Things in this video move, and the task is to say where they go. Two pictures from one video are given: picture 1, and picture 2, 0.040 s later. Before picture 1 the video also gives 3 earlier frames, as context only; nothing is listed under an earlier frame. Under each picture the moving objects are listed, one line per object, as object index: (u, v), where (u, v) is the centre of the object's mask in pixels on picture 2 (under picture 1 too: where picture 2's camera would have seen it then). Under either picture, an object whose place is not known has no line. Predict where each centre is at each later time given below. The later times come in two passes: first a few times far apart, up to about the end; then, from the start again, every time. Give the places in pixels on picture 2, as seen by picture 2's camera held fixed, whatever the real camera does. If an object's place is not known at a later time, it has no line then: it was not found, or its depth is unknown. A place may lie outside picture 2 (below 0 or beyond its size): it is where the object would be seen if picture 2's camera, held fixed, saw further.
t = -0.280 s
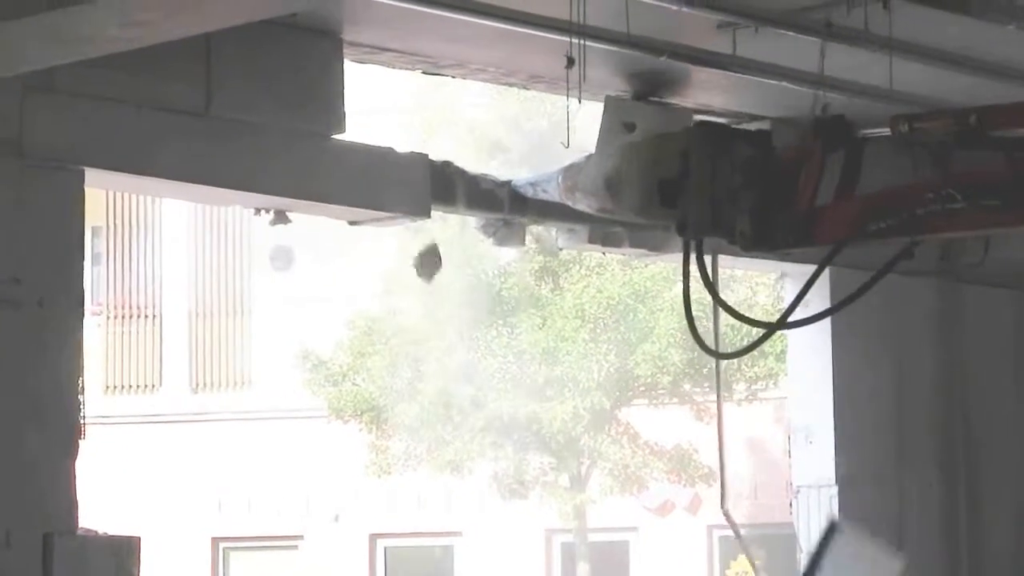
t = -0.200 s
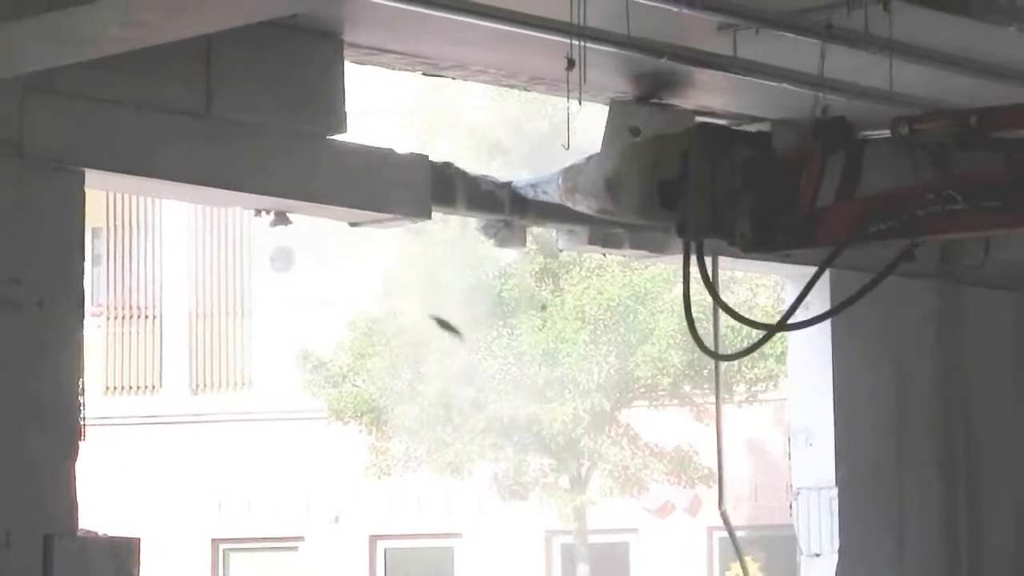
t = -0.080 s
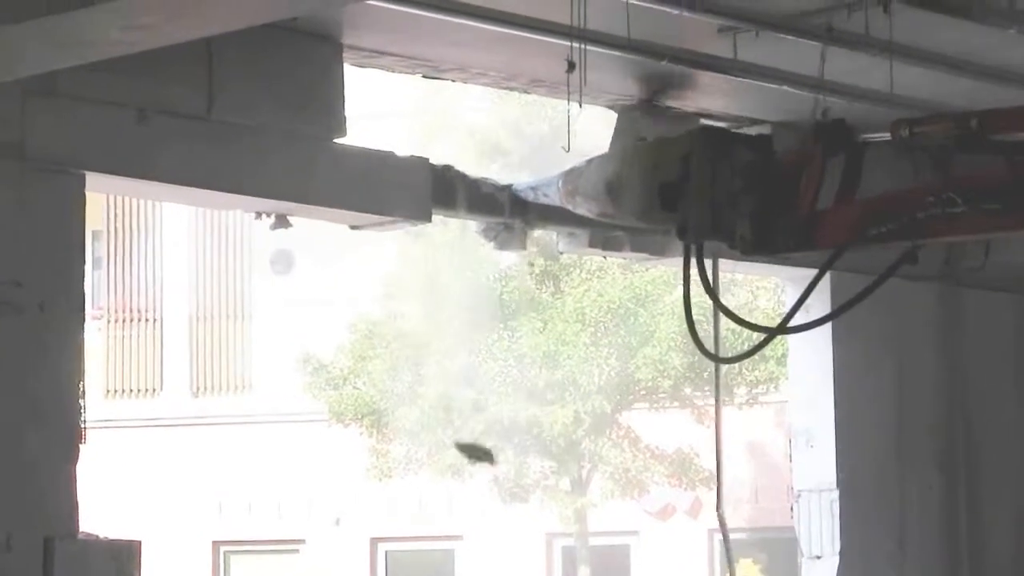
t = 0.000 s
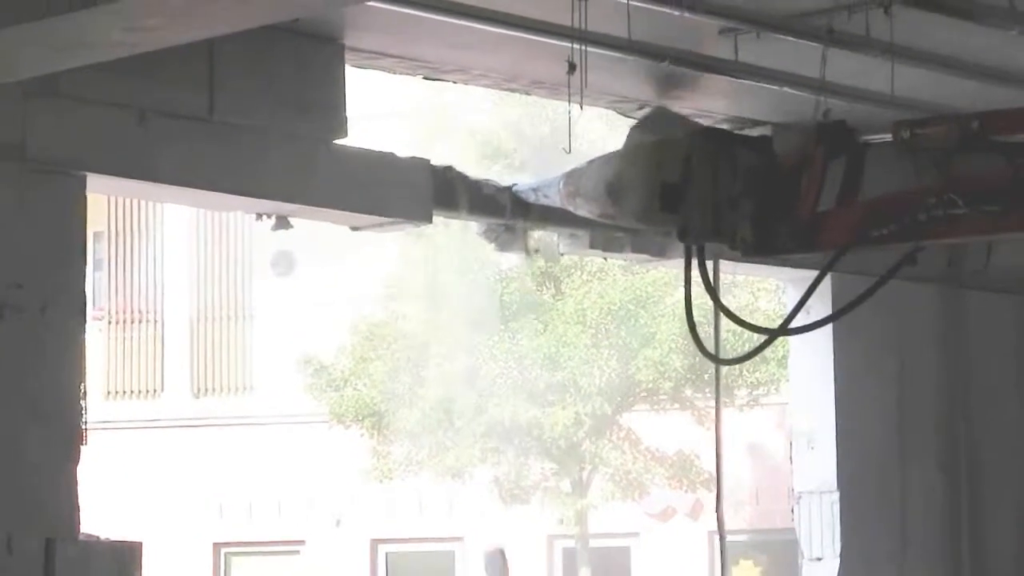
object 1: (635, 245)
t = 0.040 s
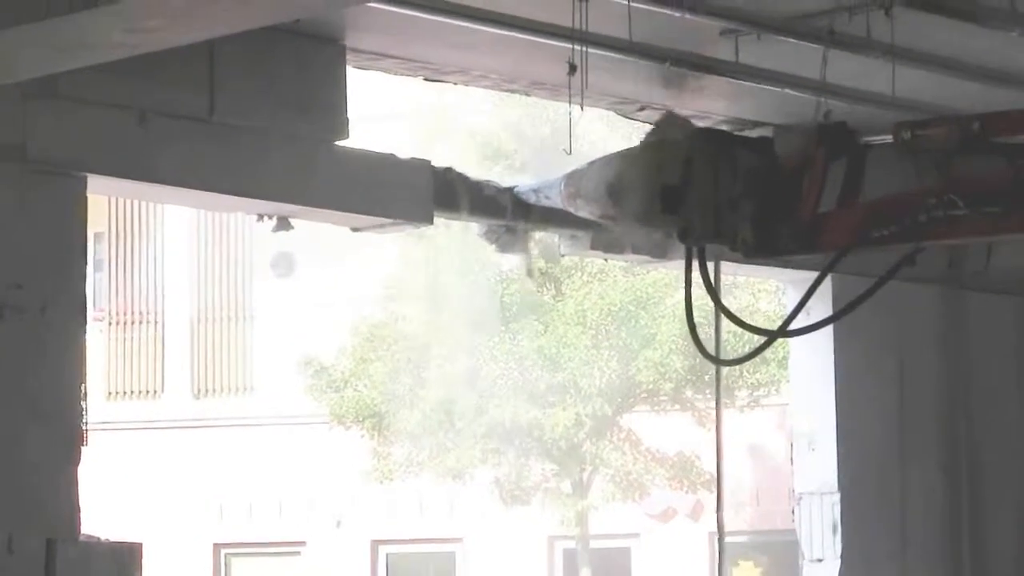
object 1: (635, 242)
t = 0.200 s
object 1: (645, 281)
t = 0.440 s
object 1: (696, 491)
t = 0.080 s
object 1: (635, 243)
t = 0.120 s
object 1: (636, 250)
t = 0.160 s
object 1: (640, 265)
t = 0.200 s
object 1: (645, 281)
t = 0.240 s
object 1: (657, 304)
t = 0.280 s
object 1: (669, 323)
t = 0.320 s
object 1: (674, 363)
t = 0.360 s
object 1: (679, 407)
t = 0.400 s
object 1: (691, 442)
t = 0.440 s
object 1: (696, 491)
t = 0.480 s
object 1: (713, 525)
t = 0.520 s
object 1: (732, 551)
